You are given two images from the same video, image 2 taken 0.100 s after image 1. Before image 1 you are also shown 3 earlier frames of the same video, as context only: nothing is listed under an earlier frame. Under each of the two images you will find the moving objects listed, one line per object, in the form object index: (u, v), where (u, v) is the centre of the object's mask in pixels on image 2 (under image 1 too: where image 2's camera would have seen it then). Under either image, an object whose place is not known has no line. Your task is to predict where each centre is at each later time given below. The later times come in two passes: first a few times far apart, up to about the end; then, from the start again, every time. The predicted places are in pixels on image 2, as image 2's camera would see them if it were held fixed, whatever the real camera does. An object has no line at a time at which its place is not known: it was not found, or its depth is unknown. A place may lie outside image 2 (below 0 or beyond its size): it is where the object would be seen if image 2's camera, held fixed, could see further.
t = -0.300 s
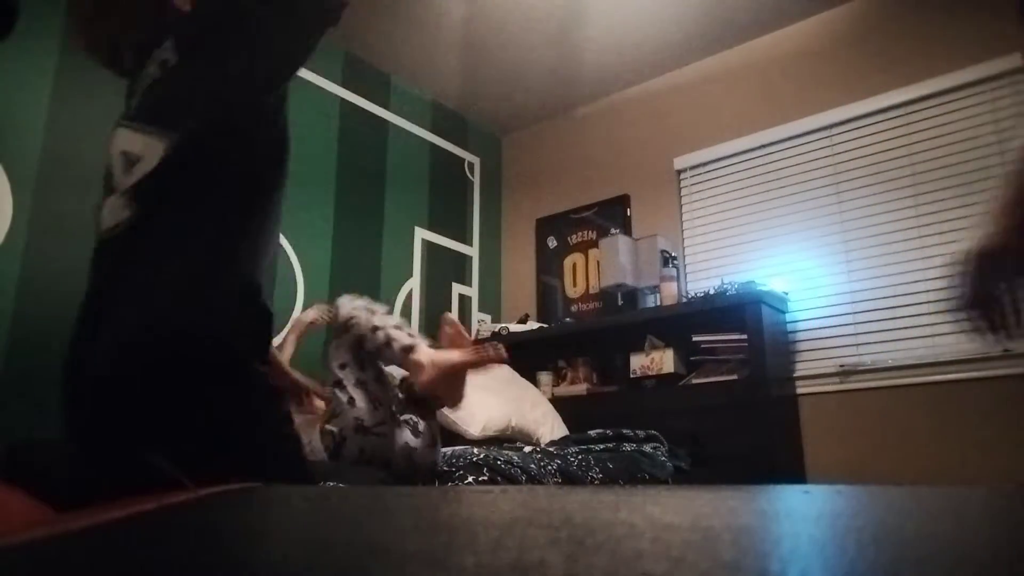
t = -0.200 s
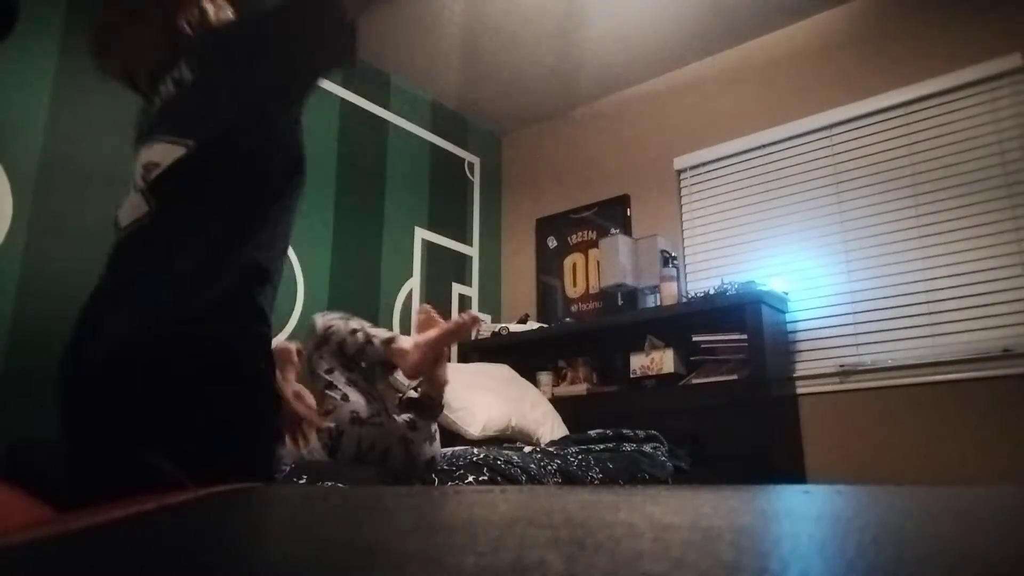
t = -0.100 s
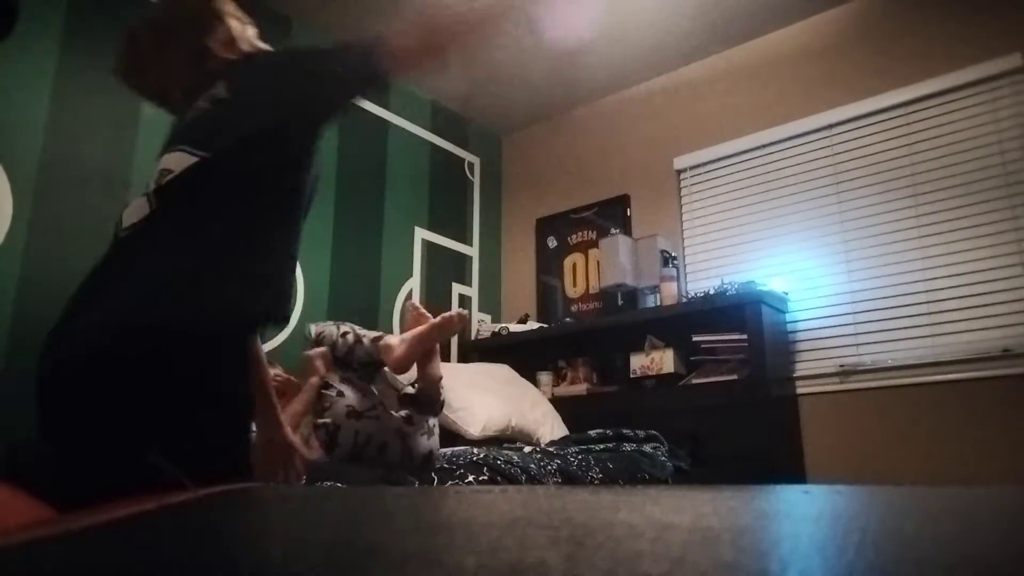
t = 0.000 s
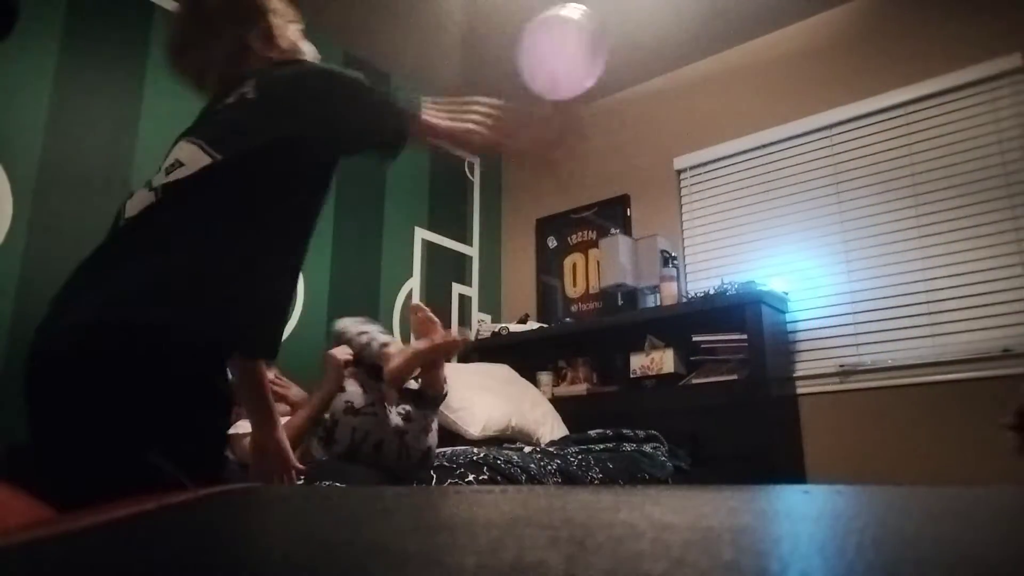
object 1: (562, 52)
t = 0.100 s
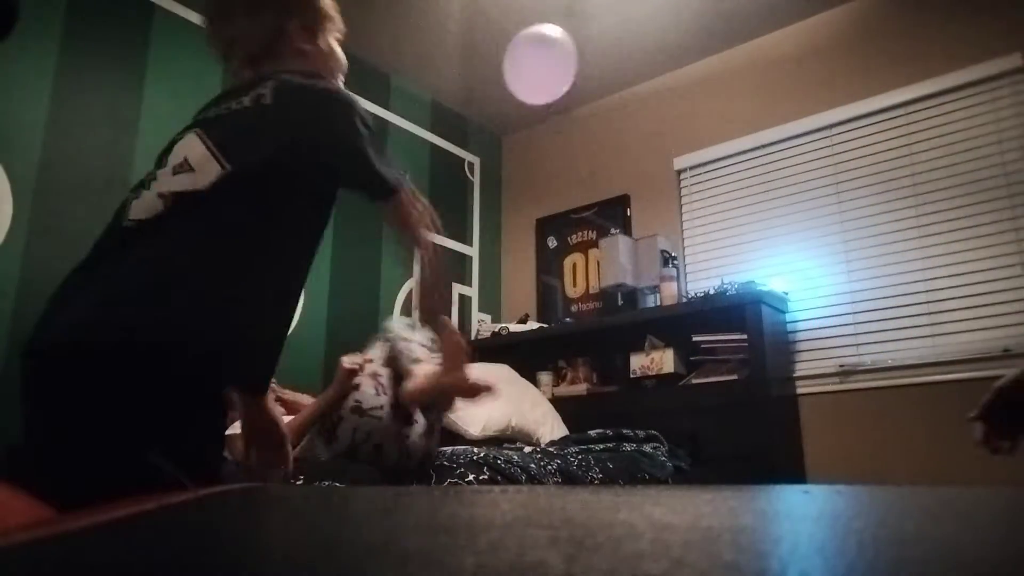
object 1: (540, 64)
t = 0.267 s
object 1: (521, 90)
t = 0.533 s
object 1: (522, 160)
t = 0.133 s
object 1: (535, 70)
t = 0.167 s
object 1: (530, 76)
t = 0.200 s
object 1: (526, 81)
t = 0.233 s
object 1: (523, 85)
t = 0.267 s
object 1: (521, 90)
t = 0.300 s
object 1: (520, 95)
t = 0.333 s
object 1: (520, 101)
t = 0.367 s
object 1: (520, 109)
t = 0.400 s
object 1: (521, 118)
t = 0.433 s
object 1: (522, 128)
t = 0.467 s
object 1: (522, 139)
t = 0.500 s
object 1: (522, 149)
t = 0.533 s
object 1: (522, 160)
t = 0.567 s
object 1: (521, 172)
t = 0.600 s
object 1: (521, 183)
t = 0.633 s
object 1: (520, 195)
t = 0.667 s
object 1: (519, 207)
